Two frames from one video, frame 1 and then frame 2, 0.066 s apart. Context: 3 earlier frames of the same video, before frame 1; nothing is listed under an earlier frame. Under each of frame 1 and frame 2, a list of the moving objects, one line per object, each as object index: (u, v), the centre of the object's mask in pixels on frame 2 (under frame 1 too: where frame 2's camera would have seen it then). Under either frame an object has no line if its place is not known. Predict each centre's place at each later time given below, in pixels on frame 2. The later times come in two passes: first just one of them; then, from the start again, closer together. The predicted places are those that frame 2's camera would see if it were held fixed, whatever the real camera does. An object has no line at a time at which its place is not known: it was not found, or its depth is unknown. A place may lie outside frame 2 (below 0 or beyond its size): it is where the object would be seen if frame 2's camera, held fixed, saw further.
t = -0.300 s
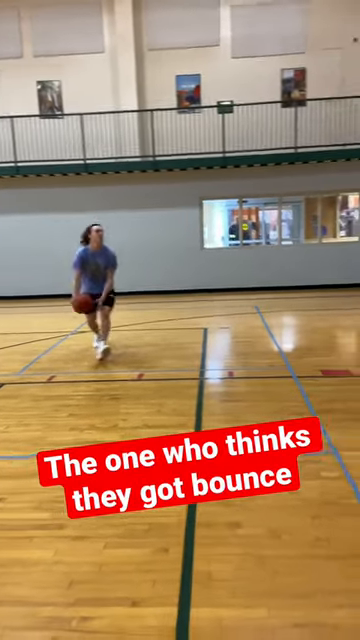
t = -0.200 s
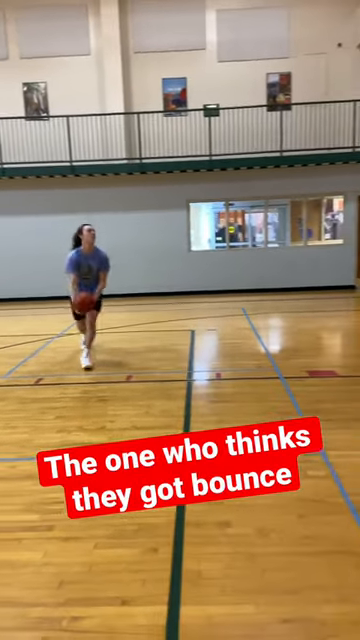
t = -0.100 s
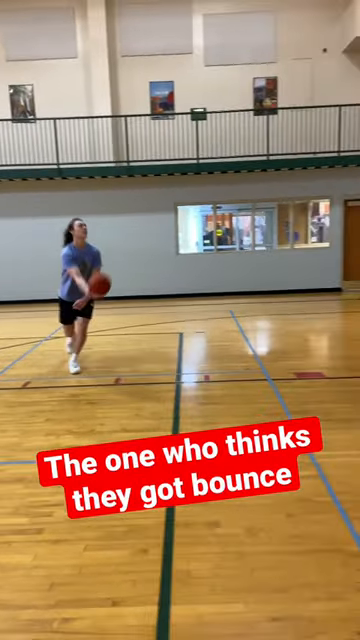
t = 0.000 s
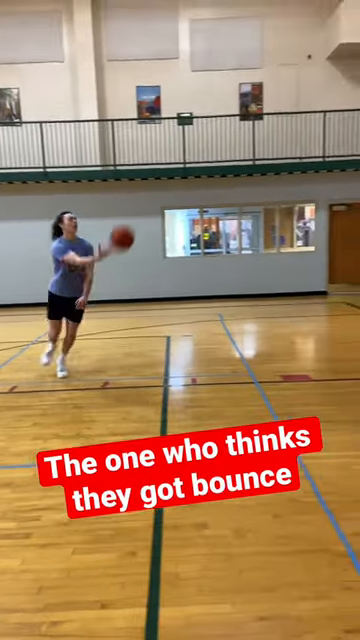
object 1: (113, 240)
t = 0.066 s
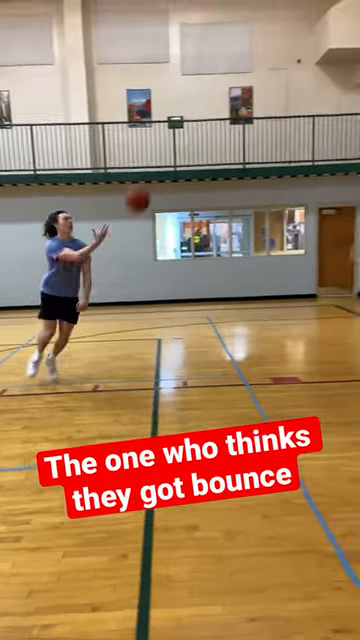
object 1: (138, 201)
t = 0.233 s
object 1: (206, 108)
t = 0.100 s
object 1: (151, 180)
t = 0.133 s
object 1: (164, 160)
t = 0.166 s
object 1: (178, 142)
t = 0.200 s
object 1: (192, 124)
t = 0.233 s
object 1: (206, 108)
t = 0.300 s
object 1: (236, 77)
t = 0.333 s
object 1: (252, 62)
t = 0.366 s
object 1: (269, 48)
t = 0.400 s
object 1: (285, 36)
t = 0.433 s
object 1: (302, 24)
